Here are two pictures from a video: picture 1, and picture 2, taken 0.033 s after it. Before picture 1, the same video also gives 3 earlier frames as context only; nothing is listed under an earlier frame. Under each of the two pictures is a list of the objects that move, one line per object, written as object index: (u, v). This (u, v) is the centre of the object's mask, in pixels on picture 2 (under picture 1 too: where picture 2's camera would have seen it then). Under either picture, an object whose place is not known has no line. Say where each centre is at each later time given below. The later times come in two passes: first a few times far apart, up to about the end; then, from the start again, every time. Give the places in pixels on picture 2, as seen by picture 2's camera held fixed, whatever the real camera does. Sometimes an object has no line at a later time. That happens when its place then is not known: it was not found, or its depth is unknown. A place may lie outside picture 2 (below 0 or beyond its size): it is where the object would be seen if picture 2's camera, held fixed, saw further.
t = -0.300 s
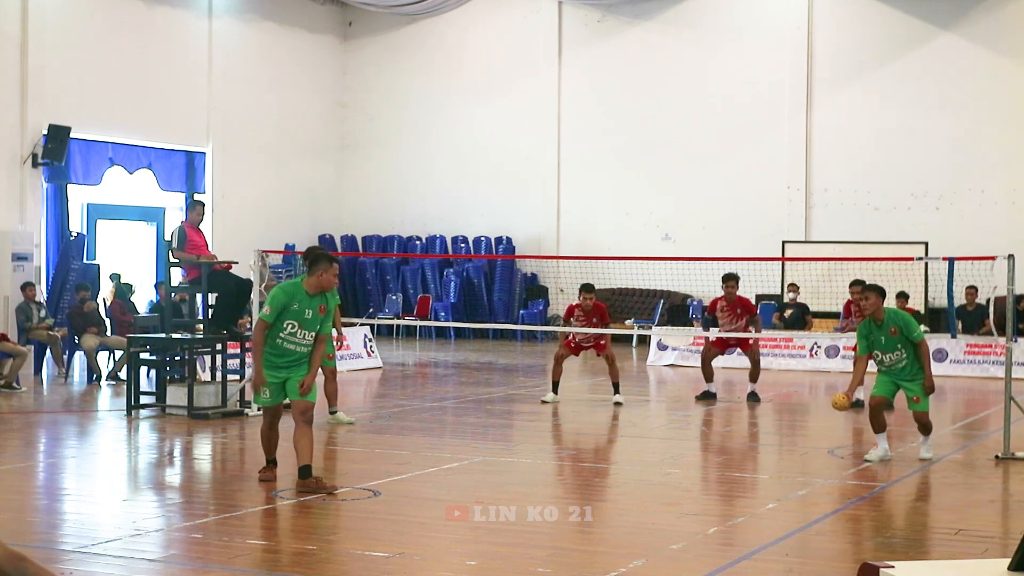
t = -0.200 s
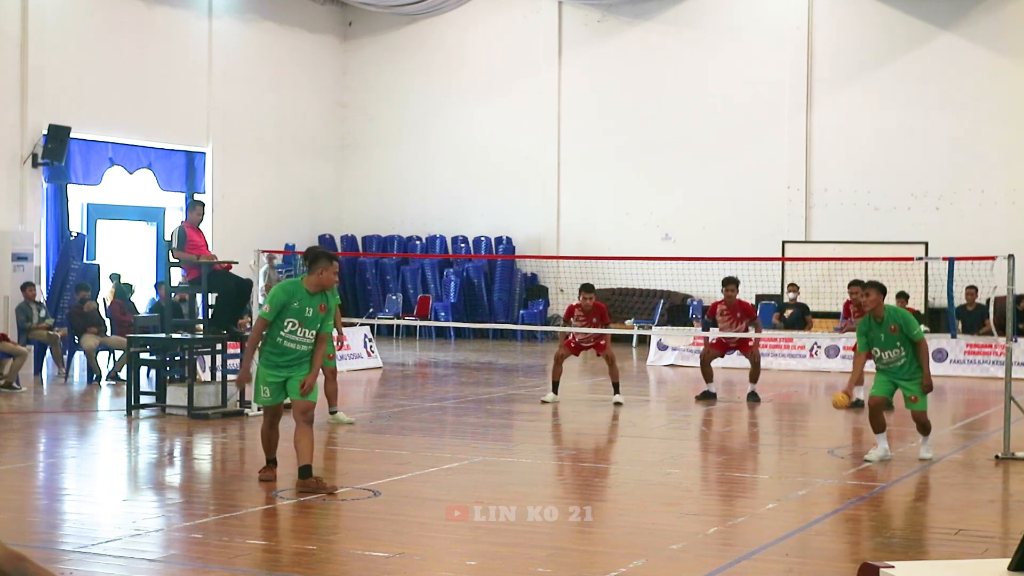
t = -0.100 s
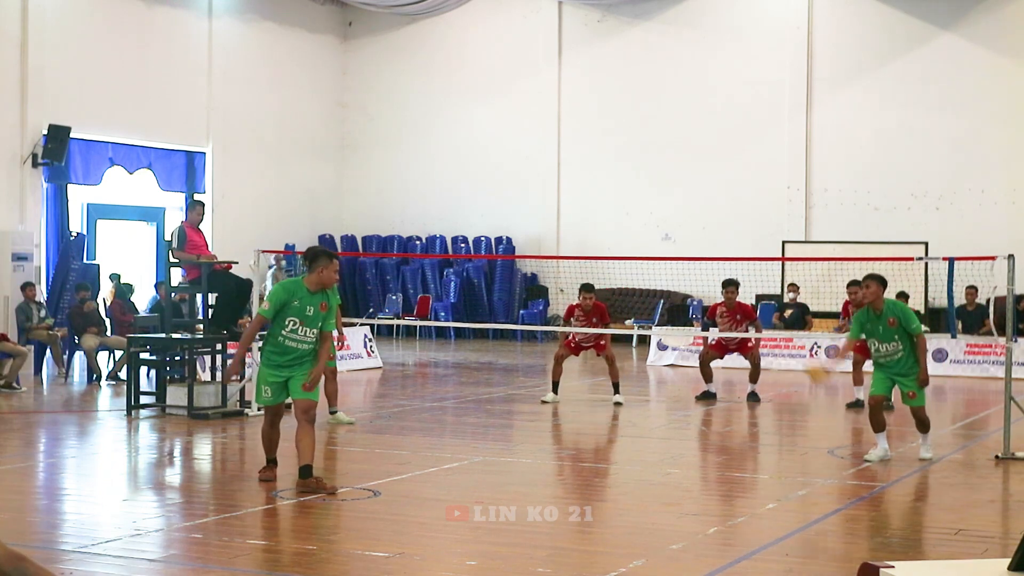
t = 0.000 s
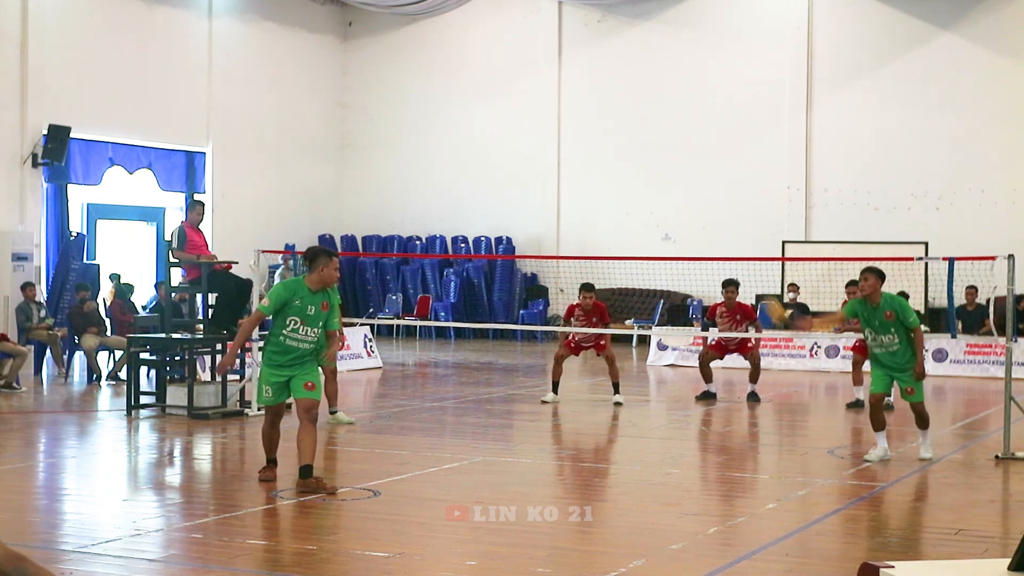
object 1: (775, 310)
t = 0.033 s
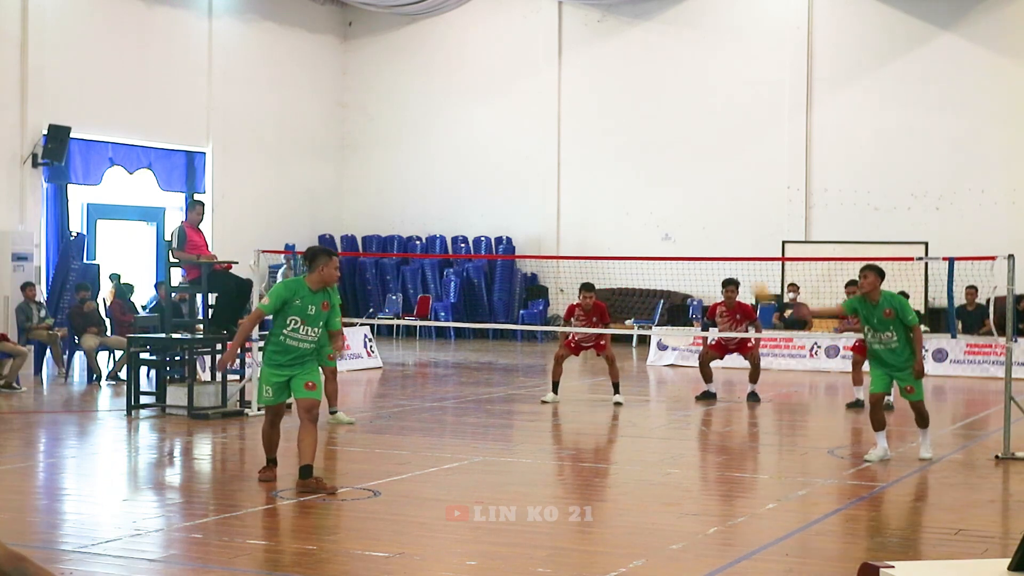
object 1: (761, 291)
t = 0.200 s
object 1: (682, 216)
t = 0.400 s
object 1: (593, 176)
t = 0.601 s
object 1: (496, 194)
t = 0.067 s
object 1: (748, 275)
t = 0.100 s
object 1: (733, 258)
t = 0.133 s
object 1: (718, 244)
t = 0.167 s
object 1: (704, 230)
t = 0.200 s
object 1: (682, 216)
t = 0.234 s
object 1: (666, 204)
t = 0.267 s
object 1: (652, 196)
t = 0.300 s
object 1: (637, 188)
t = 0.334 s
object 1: (622, 182)
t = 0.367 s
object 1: (606, 179)
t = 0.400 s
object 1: (593, 176)
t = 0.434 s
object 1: (577, 175)
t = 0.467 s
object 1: (567, 176)
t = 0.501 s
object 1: (546, 178)
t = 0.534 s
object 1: (531, 182)
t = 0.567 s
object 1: (516, 187)
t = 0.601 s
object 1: (496, 194)
